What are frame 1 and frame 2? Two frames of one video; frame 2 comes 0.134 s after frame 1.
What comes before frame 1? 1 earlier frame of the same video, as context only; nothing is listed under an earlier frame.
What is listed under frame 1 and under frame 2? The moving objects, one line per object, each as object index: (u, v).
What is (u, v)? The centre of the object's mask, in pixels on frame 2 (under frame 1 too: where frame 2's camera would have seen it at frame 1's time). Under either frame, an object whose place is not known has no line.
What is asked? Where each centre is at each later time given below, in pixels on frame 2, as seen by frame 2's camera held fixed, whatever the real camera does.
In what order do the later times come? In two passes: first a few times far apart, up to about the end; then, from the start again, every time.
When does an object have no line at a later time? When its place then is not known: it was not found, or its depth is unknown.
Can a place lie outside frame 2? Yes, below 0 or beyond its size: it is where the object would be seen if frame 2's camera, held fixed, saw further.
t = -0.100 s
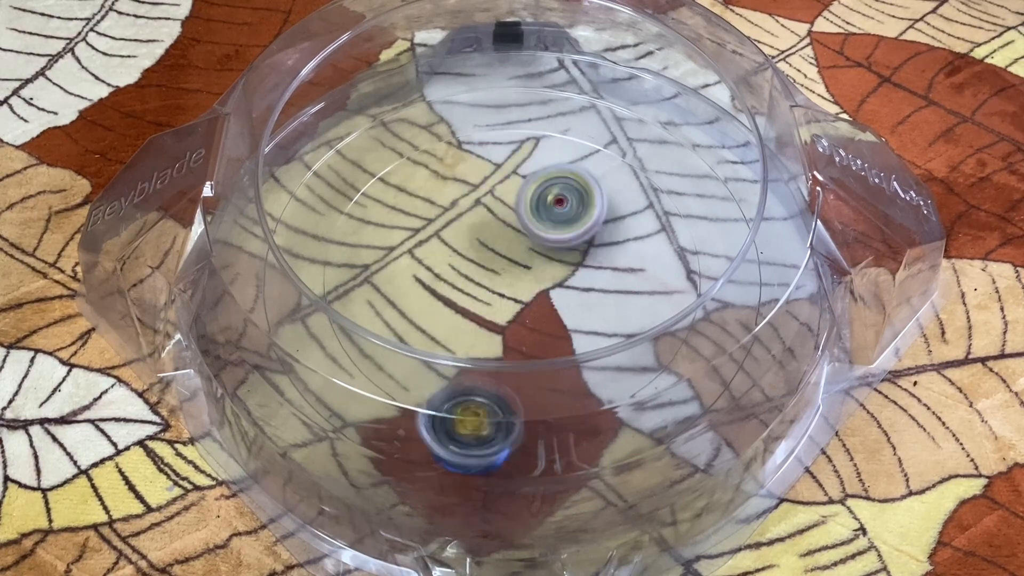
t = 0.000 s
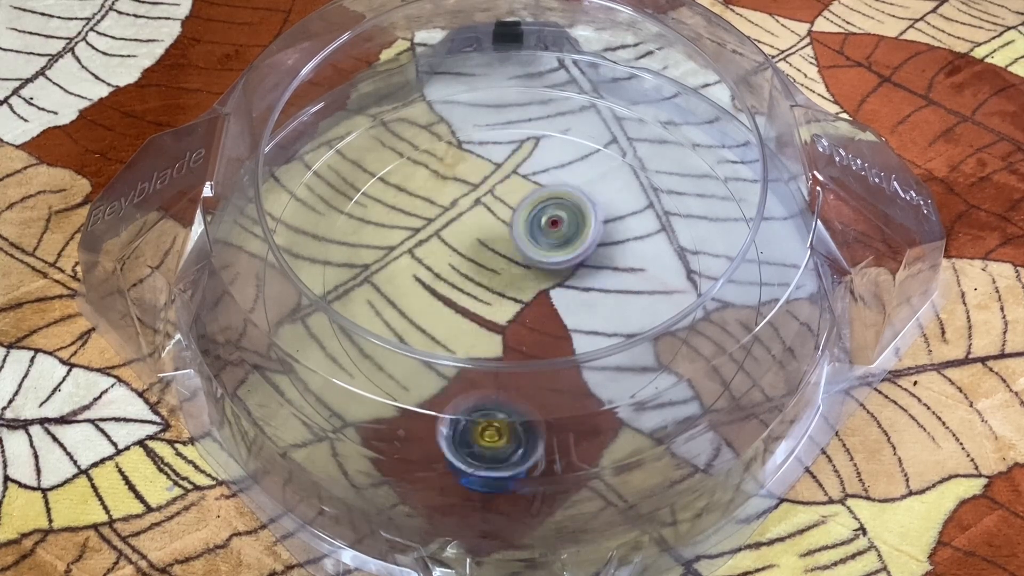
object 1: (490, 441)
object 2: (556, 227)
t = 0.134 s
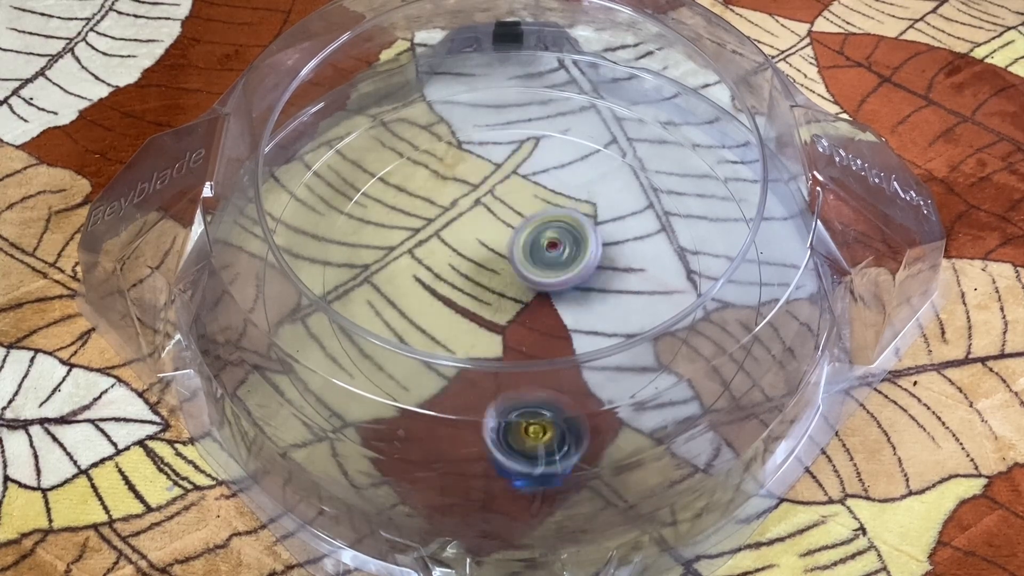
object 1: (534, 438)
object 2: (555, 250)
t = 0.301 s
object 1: (604, 428)
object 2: (578, 269)
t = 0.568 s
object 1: (695, 381)
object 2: (576, 251)
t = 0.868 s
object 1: (742, 307)
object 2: (500, 315)
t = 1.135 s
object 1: (734, 238)
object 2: (556, 294)
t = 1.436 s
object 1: (685, 179)
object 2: (438, 252)
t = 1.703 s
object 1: (535, 251)
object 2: (473, 310)
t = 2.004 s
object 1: (478, 195)
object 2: (475, 434)
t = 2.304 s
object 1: (458, 202)
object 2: (385, 412)
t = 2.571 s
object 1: (480, 278)
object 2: (303, 350)
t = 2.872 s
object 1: (469, 321)
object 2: (273, 272)
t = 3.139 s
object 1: (505, 296)
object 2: (288, 206)
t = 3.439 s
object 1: (585, 256)
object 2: (333, 138)
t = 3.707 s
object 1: (582, 257)
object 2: (399, 96)
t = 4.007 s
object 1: (489, 217)
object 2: (470, 76)
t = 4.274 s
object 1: (491, 195)
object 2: (531, 85)
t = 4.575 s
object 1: (489, 284)
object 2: (547, 163)
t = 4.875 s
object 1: (408, 315)
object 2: (522, 290)
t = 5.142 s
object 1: (424, 296)
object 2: (598, 288)
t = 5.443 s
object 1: (457, 228)
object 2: (549, 238)
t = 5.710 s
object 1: (464, 176)
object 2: (545, 287)
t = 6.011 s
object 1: (509, 194)
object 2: (560, 300)
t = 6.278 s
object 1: (512, 209)
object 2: (483, 293)
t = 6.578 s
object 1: (518, 225)
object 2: (479, 320)
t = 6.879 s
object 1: (575, 199)
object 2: (471, 289)
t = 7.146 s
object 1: (595, 203)
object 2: (466, 304)
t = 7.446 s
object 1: (570, 240)
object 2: (449, 261)
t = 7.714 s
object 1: (551, 278)
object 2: (431, 248)
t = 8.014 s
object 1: (526, 299)
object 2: (445, 233)
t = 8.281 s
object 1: (547, 317)
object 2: (512, 214)
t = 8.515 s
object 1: (551, 298)
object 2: (567, 211)
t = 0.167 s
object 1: (549, 441)
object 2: (558, 256)
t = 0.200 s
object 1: (564, 439)
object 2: (563, 261)
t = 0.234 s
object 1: (576, 436)
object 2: (568, 265)
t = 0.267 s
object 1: (587, 431)
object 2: (573, 268)
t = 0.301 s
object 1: (604, 428)
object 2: (578, 269)
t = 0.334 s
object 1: (617, 427)
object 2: (581, 269)
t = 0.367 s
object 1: (634, 423)
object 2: (584, 267)
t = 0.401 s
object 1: (643, 414)
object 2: (587, 263)
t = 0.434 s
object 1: (652, 408)
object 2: (591, 259)
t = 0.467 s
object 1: (664, 403)
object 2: (590, 255)
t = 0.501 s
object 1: (674, 395)
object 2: (586, 253)
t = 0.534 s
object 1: (688, 390)
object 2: (582, 251)
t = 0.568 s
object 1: (695, 381)
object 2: (576, 251)
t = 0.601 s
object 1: (702, 374)
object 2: (566, 254)
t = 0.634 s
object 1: (704, 366)
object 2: (552, 260)
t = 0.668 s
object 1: (711, 358)
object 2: (539, 265)
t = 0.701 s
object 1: (716, 350)
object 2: (529, 272)
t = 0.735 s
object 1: (726, 341)
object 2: (519, 281)
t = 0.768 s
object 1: (732, 333)
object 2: (510, 290)
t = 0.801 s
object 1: (740, 325)
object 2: (503, 300)
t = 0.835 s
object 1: (741, 316)
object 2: (500, 310)
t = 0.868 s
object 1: (742, 307)
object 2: (500, 315)
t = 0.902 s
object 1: (741, 299)
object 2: (503, 318)
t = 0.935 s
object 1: (741, 290)
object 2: (508, 321)
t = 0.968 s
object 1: (742, 281)
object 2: (516, 322)
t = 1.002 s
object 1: (740, 272)
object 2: (525, 320)
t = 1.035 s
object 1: (741, 264)
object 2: (531, 314)
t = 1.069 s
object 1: (737, 255)
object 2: (539, 309)
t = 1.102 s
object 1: (737, 247)
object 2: (549, 303)
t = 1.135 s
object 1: (734, 238)
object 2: (556, 294)
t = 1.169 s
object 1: (732, 231)
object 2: (558, 284)
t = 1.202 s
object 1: (728, 223)
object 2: (554, 276)
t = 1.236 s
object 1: (719, 215)
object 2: (545, 268)
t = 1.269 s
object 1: (718, 209)
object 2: (528, 261)
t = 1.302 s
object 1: (711, 202)
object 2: (510, 254)
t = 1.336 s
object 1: (706, 195)
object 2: (490, 250)
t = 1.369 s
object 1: (700, 190)
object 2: (468, 248)
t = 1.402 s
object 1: (691, 185)
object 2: (451, 250)
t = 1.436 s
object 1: (685, 179)
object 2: (438, 252)
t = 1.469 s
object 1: (675, 177)
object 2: (428, 257)
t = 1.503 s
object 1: (663, 179)
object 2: (423, 263)
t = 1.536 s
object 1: (650, 185)
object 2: (421, 272)
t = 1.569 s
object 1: (629, 195)
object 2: (424, 279)
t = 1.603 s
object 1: (607, 207)
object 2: (435, 286)
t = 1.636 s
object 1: (585, 220)
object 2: (448, 294)
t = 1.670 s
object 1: (559, 235)
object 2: (462, 302)
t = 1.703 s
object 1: (535, 251)
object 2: (473, 310)
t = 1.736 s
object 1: (525, 237)
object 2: (469, 329)
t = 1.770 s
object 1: (517, 231)
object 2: (466, 354)
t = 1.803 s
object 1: (509, 225)
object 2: (465, 373)
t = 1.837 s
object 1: (503, 220)
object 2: (470, 389)
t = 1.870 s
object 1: (497, 215)
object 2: (472, 403)
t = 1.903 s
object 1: (493, 210)
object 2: (480, 411)
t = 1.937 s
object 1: (488, 205)
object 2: (480, 418)
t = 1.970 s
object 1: (483, 200)
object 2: (479, 428)
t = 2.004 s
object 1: (478, 195)
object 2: (475, 434)
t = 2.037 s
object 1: (473, 192)
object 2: (466, 444)
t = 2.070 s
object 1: (469, 189)
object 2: (458, 446)
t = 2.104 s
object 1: (465, 187)
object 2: (454, 441)
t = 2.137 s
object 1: (460, 186)
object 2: (452, 436)
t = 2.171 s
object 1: (457, 185)
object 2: (442, 433)
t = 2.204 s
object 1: (455, 186)
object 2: (434, 428)
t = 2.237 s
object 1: (455, 189)
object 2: (417, 424)
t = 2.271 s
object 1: (456, 195)
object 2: (405, 417)
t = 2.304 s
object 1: (458, 202)
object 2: (385, 412)
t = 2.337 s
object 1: (461, 209)
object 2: (370, 407)
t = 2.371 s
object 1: (465, 217)
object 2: (349, 400)
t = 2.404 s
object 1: (468, 229)
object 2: (336, 393)
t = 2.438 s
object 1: (473, 241)
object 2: (328, 384)
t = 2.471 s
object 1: (475, 246)
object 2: (327, 379)
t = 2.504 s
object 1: (478, 257)
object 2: (319, 369)
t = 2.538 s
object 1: (479, 269)
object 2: (313, 360)
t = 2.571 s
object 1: (480, 278)
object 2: (303, 350)
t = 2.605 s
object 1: (479, 286)
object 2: (294, 343)
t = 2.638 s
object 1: (477, 294)
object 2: (286, 332)
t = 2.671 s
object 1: (474, 299)
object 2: (285, 326)
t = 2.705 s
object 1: (472, 305)
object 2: (285, 317)
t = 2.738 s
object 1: (468, 310)
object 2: (288, 309)
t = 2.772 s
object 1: (466, 314)
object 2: (284, 301)
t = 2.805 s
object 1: (466, 317)
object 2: (281, 291)
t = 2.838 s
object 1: (467, 319)
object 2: (278, 283)
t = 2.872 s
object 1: (469, 321)
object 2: (273, 272)
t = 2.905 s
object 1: (472, 321)
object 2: (273, 263)
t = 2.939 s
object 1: (473, 322)
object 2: (274, 256)
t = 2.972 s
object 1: (476, 319)
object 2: (279, 249)
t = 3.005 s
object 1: (480, 320)
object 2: (281, 242)
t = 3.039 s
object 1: (484, 314)
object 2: (281, 234)
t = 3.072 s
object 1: (491, 309)
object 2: (284, 226)
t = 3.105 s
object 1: (498, 302)
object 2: (285, 216)
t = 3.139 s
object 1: (505, 296)
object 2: (288, 206)
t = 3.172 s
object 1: (514, 287)
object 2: (290, 197)
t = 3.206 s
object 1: (523, 282)
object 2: (292, 187)
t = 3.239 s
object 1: (532, 275)
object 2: (301, 178)
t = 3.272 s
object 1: (541, 270)
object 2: (303, 171)
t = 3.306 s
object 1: (551, 266)
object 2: (307, 164)
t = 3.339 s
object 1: (560, 262)
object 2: (314, 159)
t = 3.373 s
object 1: (569, 260)
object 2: (320, 153)
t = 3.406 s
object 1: (577, 258)
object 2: (327, 145)
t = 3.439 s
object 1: (585, 256)
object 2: (333, 138)
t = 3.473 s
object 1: (593, 254)
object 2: (338, 131)
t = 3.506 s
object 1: (600, 252)
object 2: (348, 123)
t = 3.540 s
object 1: (603, 252)
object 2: (354, 118)
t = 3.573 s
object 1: (604, 252)
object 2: (362, 113)
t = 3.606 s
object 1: (602, 253)
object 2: (374, 109)
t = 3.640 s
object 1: (598, 254)
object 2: (381, 106)
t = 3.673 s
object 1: (591, 255)
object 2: (388, 100)
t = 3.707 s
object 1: (582, 257)
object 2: (399, 96)
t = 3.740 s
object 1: (570, 258)
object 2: (405, 92)
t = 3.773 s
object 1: (556, 257)
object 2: (413, 87)
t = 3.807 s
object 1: (543, 255)
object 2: (423, 86)
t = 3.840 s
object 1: (530, 252)
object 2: (431, 84)
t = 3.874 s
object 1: (519, 246)
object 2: (439, 82)
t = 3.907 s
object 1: (510, 240)
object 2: (449, 81)
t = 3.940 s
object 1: (501, 232)
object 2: (454, 79)
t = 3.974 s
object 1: (494, 225)
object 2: (461, 77)
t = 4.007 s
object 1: (489, 217)
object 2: (470, 76)
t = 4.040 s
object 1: (486, 209)
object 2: (480, 78)
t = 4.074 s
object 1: (484, 202)
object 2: (486, 77)
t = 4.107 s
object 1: (482, 195)
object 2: (492, 77)
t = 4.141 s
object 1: (481, 189)
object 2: (503, 78)
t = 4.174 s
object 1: (482, 188)
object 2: (507, 79)
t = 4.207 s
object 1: (485, 188)
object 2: (514, 80)
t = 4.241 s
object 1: (488, 191)
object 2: (524, 81)
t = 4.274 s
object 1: (491, 195)
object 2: (531, 85)
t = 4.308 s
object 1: (495, 201)
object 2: (536, 87)
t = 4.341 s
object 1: (500, 211)
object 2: (542, 92)
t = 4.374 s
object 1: (504, 223)
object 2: (550, 97)
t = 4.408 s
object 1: (505, 236)
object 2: (555, 101)
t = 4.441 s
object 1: (505, 248)
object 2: (559, 106)
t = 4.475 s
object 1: (503, 258)
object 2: (562, 115)
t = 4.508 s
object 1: (499, 267)
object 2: (562, 132)
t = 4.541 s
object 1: (495, 277)
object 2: (555, 147)
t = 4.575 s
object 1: (489, 284)
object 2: (547, 163)
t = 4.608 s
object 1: (483, 291)
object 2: (539, 183)
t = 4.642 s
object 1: (476, 295)
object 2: (528, 203)
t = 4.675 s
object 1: (469, 299)
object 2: (516, 221)
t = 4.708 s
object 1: (460, 300)
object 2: (507, 238)
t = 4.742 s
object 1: (451, 303)
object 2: (504, 253)
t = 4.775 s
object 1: (437, 310)
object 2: (505, 266)
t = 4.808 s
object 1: (425, 313)
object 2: (509, 275)
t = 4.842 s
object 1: (415, 314)
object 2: (515, 284)
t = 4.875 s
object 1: (408, 315)
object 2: (522, 290)
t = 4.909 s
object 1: (401, 314)
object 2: (534, 298)
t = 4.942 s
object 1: (396, 312)
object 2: (543, 302)
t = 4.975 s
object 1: (395, 311)
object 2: (553, 305)
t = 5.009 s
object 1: (395, 311)
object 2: (563, 304)
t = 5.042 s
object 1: (397, 311)
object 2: (574, 303)
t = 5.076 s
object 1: (403, 308)
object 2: (587, 300)
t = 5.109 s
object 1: (412, 303)
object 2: (595, 295)
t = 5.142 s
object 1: (424, 296)
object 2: (598, 288)
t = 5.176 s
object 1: (439, 291)
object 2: (596, 279)
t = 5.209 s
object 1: (455, 283)
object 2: (590, 270)
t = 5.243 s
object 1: (471, 276)
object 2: (579, 261)
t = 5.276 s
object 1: (475, 268)
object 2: (574, 255)
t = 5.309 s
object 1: (464, 260)
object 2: (576, 249)
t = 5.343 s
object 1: (458, 252)
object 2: (573, 243)
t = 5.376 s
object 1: (455, 245)
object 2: (566, 239)
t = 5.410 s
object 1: (460, 237)
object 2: (554, 236)
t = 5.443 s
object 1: (457, 228)
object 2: (549, 238)
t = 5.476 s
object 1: (446, 217)
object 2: (548, 242)
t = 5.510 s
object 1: (440, 207)
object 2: (546, 247)
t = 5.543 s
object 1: (440, 199)
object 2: (542, 252)
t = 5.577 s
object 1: (441, 189)
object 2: (541, 259)
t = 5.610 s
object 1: (444, 182)
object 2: (541, 265)
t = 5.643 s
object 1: (449, 178)
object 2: (541, 273)
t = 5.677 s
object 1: (455, 176)
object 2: (542, 280)
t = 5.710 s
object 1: (464, 176)
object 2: (545, 287)
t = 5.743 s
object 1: (473, 180)
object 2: (549, 292)
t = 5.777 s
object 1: (485, 187)
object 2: (553, 294)
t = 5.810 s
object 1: (496, 195)
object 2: (557, 295)
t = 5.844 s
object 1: (507, 206)
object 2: (559, 293)
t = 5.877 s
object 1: (517, 217)
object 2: (559, 291)
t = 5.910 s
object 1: (518, 220)
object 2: (559, 289)
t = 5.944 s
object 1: (513, 211)
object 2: (563, 296)
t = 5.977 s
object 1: (510, 200)
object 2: (563, 300)
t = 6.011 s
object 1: (509, 194)
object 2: (560, 300)
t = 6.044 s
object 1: (509, 186)
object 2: (555, 298)
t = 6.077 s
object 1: (510, 182)
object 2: (548, 295)
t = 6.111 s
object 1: (510, 182)
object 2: (539, 293)
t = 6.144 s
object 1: (511, 183)
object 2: (528, 290)
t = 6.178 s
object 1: (512, 186)
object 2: (516, 289)
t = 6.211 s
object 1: (513, 191)
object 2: (504, 290)
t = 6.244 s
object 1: (513, 200)
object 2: (492, 291)
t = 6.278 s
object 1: (512, 209)
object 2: (483, 293)
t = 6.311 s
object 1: (509, 221)
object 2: (476, 297)
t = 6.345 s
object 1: (506, 231)
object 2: (470, 301)
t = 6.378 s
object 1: (500, 237)
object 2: (467, 308)
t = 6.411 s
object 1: (501, 233)
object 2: (465, 316)
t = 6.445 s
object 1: (505, 228)
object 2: (465, 320)
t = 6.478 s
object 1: (509, 224)
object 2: (467, 321)
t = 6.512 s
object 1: (512, 223)
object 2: (470, 322)
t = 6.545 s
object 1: (515, 222)
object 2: (474, 322)
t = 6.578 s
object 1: (518, 225)
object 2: (479, 320)
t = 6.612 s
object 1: (520, 228)
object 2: (485, 317)
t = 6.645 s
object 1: (524, 233)
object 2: (492, 310)
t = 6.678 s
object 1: (526, 235)
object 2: (497, 304)
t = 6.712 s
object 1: (532, 230)
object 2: (499, 302)
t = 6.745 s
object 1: (539, 224)
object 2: (501, 298)
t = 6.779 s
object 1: (543, 222)
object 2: (501, 290)
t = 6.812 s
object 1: (553, 218)
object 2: (493, 284)
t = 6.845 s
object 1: (566, 206)
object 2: (480, 287)
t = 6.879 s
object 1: (575, 199)
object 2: (471, 289)
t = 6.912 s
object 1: (582, 194)
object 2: (464, 292)
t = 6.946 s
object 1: (590, 190)
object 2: (458, 296)
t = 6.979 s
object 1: (597, 187)
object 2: (453, 300)
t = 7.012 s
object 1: (601, 186)
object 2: (451, 304)
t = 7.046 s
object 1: (602, 189)
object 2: (453, 307)
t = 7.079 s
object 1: (602, 192)
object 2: (456, 308)
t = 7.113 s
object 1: (600, 196)
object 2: (461, 307)
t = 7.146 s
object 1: (595, 203)
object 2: (466, 304)
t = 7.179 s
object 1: (585, 212)
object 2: (474, 300)
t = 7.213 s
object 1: (576, 223)
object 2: (484, 292)
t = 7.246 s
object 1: (566, 233)
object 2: (490, 286)
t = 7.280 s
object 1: (566, 234)
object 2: (484, 281)
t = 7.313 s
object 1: (574, 231)
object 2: (474, 277)
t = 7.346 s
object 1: (577, 230)
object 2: (469, 273)
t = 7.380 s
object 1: (576, 231)
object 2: (462, 267)
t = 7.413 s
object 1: (573, 236)
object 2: (455, 263)
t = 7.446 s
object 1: (570, 240)
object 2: (449, 261)
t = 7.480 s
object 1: (562, 247)
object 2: (447, 261)
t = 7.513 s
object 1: (553, 254)
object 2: (447, 261)
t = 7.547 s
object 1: (543, 258)
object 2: (449, 262)
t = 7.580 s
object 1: (540, 260)
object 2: (449, 261)
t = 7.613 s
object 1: (540, 263)
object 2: (448, 260)
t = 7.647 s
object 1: (535, 265)
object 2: (446, 258)
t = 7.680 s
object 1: (541, 271)
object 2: (441, 254)
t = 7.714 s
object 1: (551, 278)
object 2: (431, 248)
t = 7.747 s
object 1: (557, 283)
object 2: (427, 245)
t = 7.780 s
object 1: (561, 288)
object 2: (423, 240)
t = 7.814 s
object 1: (563, 293)
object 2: (419, 235)
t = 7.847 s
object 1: (562, 299)
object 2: (418, 232)
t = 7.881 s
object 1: (559, 302)
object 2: (418, 231)
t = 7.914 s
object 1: (553, 304)
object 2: (423, 231)
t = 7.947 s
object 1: (545, 305)
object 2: (427, 231)
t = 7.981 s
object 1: (537, 303)
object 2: (436, 231)
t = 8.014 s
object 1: (526, 299)
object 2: (445, 233)
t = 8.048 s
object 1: (517, 293)
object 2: (457, 235)
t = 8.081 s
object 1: (516, 289)
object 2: (466, 231)
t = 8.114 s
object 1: (523, 295)
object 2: (472, 226)
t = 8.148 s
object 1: (531, 302)
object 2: (479, 222)
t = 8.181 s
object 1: (534, 306)
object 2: (489, 222)
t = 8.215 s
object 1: (538, 311)
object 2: (497, 218)
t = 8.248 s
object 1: (542, 315)
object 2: (506, 216)
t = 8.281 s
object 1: (547, 317)
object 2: (512, 214)
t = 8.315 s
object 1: (551, 319)
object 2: (521, 214)
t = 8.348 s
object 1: (554, 318)
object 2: (529, 211)
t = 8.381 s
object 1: (557, 317)
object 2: (537, 210)
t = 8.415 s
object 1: (556, 315)
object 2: (545, 210)
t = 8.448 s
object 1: (555, 311)
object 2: (554, 211)
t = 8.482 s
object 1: (554, 305)
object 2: (559, 211)
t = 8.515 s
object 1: (551, 298)
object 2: (567, 211)
